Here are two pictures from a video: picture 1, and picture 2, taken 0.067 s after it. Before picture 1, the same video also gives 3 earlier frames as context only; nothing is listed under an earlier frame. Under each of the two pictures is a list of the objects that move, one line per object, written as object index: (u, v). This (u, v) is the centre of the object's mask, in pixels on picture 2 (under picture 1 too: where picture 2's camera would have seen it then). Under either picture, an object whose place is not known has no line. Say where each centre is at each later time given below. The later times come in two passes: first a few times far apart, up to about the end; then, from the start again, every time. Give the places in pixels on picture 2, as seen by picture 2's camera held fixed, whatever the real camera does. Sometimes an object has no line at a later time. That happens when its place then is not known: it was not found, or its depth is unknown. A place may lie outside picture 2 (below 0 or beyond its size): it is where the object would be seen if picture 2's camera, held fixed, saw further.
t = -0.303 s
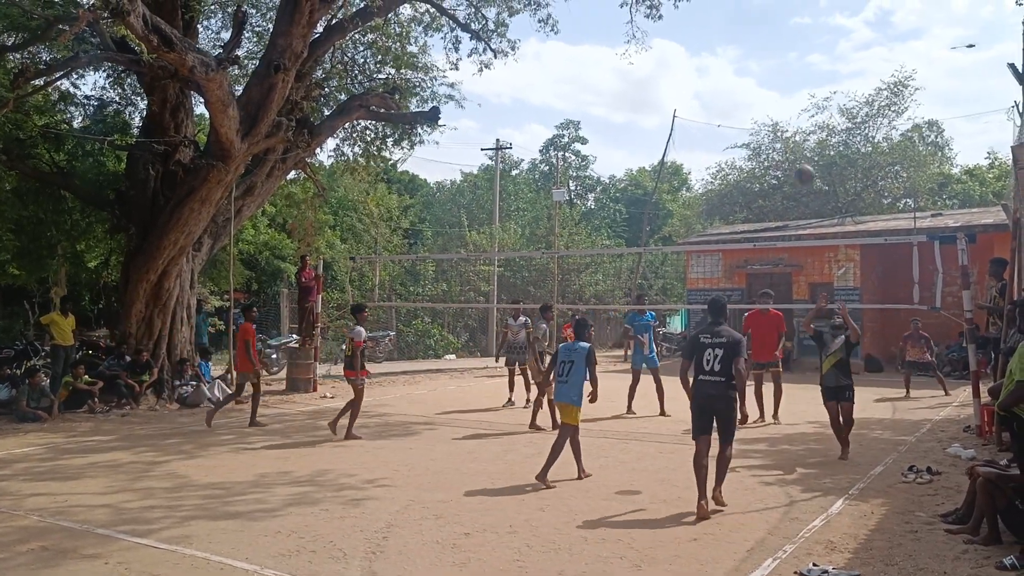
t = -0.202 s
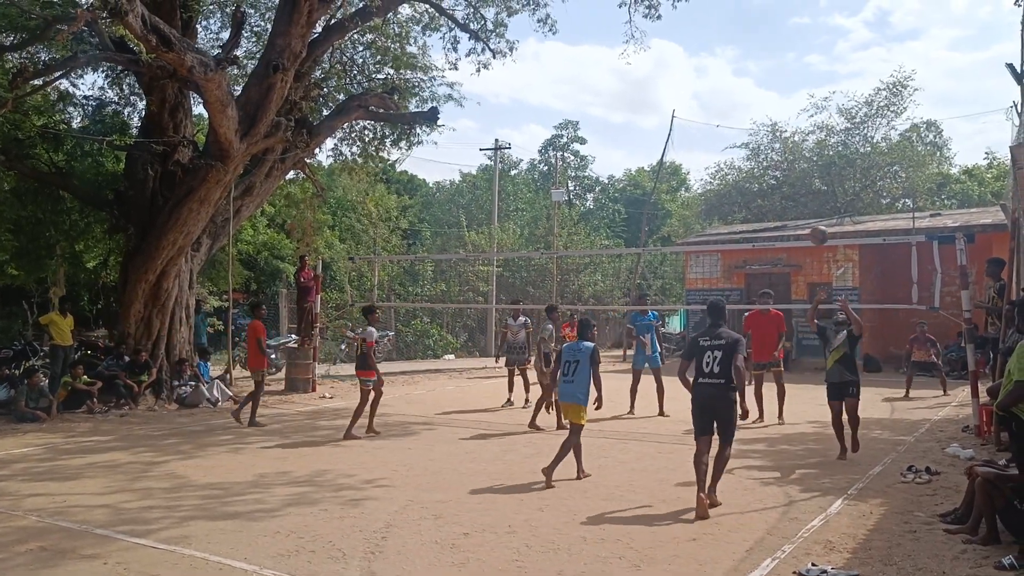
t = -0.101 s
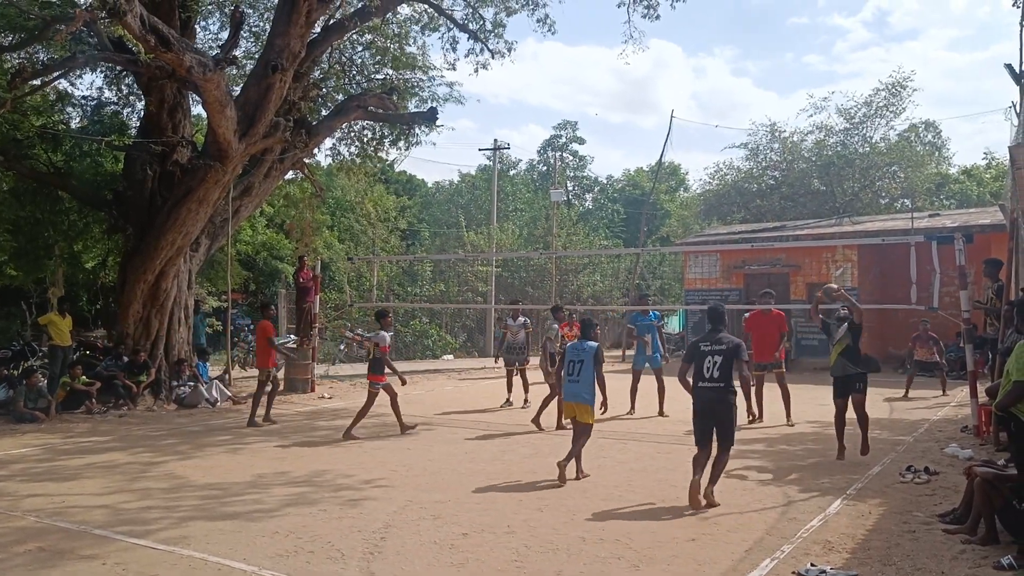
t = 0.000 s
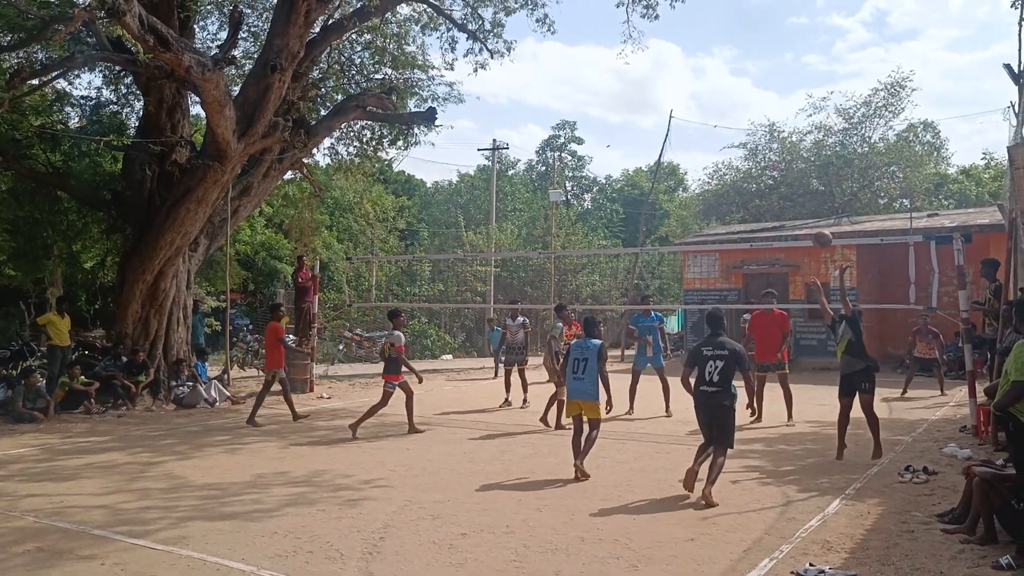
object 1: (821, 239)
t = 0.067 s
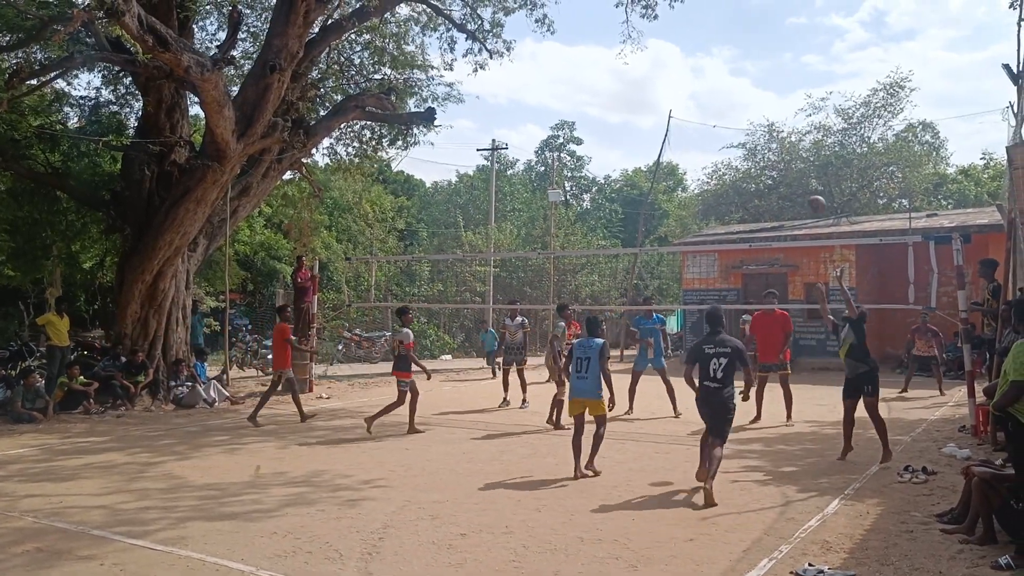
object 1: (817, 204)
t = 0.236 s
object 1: (803, 139)
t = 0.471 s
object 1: (789, 92)
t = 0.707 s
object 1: (775, 93)
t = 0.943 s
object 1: (763, 137)
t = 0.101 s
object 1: (814, 189)
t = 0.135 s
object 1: (811, 175)
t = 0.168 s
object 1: (808, 162)
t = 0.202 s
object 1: (806, 150)
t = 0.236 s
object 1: (803, 139)
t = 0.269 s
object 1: (801, 130)
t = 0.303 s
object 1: (799, 121)
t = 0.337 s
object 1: (797, 113)
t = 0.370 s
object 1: (795, 106)
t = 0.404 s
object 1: (793, 100)
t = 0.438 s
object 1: (790, 96)
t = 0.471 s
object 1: (789, 92)
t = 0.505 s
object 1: (787, 89)
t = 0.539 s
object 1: (785, 88)
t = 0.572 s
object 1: (783, 87)
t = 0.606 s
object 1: (781, 87)
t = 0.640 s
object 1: (779, 88)
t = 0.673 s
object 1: (777, 90)
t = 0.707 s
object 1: (775, 93)
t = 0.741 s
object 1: (774, 96)
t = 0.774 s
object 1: (772, 101)
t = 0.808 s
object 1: (770, 106)
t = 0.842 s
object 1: (769, 113)
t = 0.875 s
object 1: (767, 120)
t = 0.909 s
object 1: (765, 128)
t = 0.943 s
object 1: (763, 137)
